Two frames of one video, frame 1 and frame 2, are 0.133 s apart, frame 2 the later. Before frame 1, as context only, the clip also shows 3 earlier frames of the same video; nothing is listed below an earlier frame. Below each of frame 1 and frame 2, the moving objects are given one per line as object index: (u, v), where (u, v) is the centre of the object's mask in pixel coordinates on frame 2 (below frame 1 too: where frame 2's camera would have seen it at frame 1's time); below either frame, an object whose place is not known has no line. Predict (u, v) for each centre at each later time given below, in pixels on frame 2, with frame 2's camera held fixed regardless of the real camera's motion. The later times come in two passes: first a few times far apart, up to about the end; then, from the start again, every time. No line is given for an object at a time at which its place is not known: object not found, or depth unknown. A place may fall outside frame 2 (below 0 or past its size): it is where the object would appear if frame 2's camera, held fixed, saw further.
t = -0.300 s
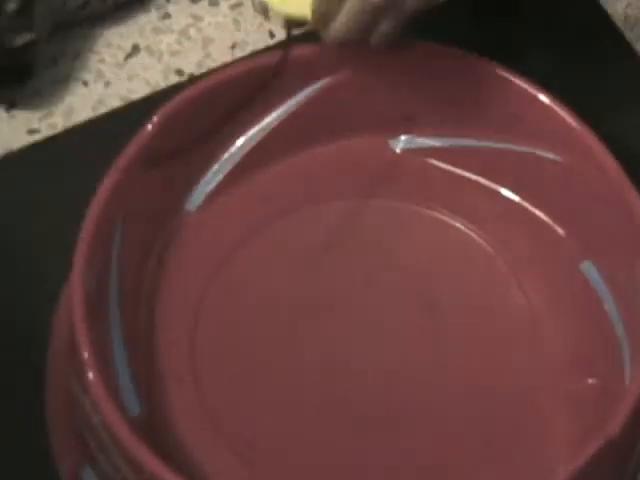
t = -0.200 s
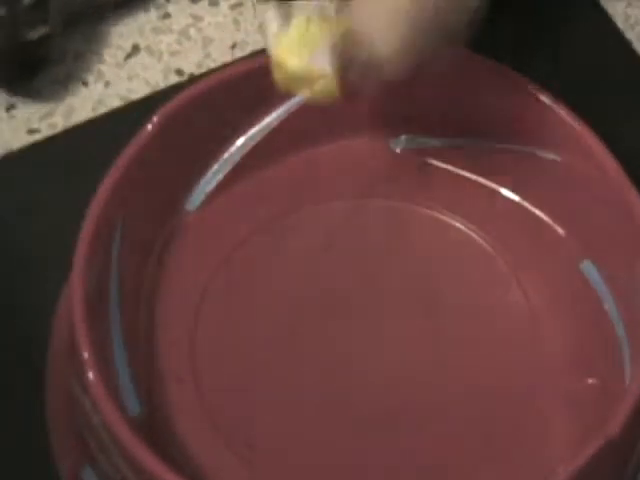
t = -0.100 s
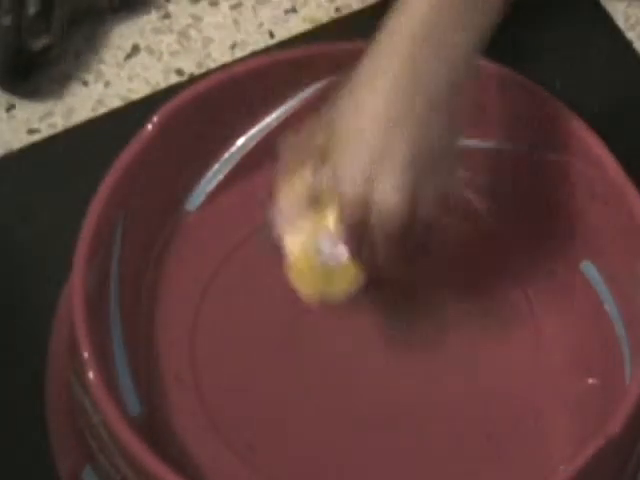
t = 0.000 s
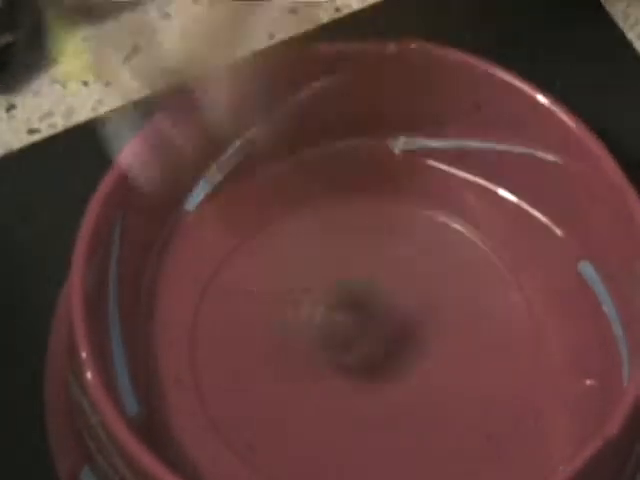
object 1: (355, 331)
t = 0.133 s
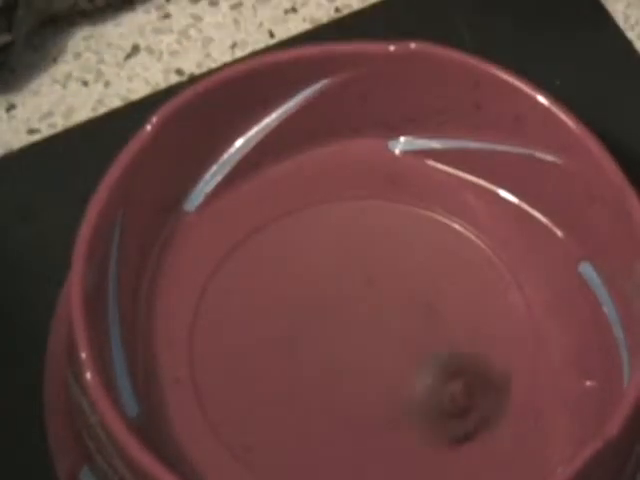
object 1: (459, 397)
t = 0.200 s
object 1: (503, 388)
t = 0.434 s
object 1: (533, 308)
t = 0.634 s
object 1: (377, 206)
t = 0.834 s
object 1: (239, 301)
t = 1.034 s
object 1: (300, 431)
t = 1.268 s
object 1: (455, 322)
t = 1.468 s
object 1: (395, 166)
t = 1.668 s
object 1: (233, 210)
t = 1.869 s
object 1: (180, 270)
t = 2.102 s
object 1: (186, 263)
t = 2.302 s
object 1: (198, 216)
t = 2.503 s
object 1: (219, 194)
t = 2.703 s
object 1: (223, 294)
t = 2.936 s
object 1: (307, 438)
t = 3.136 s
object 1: (442, 454)
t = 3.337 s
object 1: (512, 375)
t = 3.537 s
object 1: (450, 308)
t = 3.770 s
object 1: (342, 303)
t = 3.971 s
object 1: (287, 346)
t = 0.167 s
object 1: (486, 389)
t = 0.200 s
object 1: (503, 388)
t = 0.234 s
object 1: (522, 386)
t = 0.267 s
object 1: (546, 375)
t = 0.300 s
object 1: (560, 367)
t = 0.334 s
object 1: (568, 352)
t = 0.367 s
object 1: (566, 341)
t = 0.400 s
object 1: (552, 324)
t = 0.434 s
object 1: (533, 308)
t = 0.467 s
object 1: (512, 291)
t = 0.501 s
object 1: (491, 269)
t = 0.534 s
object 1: (467, 252)
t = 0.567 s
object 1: (442, 237)
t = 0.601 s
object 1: (411, 220)
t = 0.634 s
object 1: (377, 206)
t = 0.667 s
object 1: (342, 199)
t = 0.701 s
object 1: (308, 195)
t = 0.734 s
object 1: (278, 197)
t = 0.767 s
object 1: (262, 217)
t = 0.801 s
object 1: (254, 256)
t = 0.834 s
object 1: (239, 301)
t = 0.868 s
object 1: (240, 320)
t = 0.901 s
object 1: (240, 352)
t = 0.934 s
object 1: (248, 376)
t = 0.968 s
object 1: (262, 399)
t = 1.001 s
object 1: (278, 419)
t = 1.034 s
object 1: (300, 431)
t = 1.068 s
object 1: (317, 432)
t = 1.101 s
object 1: (343, 430)
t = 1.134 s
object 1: (367, 421)
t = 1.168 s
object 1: (392, 403)
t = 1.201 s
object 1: (417, 385)
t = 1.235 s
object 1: (436, 355)
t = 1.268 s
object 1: (455, 322)
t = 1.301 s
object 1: (467, 285)
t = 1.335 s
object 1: (469, 254)
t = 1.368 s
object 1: (456, 227)
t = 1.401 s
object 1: (436, 205)
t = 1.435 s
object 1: (422, 184)
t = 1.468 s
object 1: (395, 166)
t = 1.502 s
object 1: (366, 160)
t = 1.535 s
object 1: (342, 160)
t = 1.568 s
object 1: (313, 172)
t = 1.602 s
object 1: (288, 195)
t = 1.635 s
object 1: (264, 209)
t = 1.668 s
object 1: (233, 210)
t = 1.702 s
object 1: (211, 214)
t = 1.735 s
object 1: (201, 231)
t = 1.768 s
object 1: (195, 244)
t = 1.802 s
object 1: (190, 257)
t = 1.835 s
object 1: (185, 266)
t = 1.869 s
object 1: (180, 270)
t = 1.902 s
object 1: (177, 275)
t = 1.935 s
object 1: (180, 279)
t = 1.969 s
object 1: (184, 281)
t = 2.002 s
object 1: (186, 280)
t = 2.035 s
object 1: (187, 278)
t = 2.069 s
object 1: (186, 271)
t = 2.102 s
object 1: (186, 263)
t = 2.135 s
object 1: (185, 255)
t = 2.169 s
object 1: (184, 246)
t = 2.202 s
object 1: (186, 239)
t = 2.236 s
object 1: (190, 232)
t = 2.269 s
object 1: (194, 224)
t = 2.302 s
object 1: (198, 216)
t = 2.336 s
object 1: (203, 210)
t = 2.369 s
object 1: (208, 204)
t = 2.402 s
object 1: (214, 199)
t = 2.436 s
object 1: (220, 193)
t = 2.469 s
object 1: (221, 191)
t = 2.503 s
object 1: (219, 194)
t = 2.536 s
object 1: (214, 203)
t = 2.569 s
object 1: (210, 214)
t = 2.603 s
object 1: (210, 228)
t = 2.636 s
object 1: (210, 245)
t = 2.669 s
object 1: (214, 268)
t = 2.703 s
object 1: (223, 294)
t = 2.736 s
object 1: (231, 319)
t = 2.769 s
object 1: (237, 345)
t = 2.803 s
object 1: (246, 370)
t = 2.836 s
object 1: (254, 388)
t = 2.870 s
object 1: (270, 408)
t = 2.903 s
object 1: (287, 425)
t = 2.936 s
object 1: (307, 438)
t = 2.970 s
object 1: (327, 448)
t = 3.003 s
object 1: (348, 452)
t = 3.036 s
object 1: (375, 456)
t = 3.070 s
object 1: (399, 456)
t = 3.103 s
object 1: (417, 455)
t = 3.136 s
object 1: (442, 454)
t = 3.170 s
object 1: (462, 450)
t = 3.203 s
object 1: (482, 441)
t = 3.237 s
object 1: (495, 425)
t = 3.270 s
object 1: (505, 406)
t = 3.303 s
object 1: (510, 391)
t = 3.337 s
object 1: (512, 375)
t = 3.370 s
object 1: (507, 359)
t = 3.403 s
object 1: (504, 347)
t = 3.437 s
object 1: (494, 333)
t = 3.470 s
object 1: (481, 323)
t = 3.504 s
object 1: (464, 314)
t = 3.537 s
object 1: (450, 308)
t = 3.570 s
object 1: (437, 305)
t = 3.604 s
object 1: (417, 299)
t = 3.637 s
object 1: (404, 297)
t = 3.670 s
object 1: (388, 296)
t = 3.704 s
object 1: (372, 296)
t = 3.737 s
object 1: (357, 297)
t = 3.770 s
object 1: (342, 303)
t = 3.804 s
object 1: (330, 307)
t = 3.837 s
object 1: (319, 313)
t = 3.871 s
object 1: (308, 321)
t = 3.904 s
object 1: (299, 329)
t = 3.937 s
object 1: (293, 338)
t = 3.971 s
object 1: (287, 346)
